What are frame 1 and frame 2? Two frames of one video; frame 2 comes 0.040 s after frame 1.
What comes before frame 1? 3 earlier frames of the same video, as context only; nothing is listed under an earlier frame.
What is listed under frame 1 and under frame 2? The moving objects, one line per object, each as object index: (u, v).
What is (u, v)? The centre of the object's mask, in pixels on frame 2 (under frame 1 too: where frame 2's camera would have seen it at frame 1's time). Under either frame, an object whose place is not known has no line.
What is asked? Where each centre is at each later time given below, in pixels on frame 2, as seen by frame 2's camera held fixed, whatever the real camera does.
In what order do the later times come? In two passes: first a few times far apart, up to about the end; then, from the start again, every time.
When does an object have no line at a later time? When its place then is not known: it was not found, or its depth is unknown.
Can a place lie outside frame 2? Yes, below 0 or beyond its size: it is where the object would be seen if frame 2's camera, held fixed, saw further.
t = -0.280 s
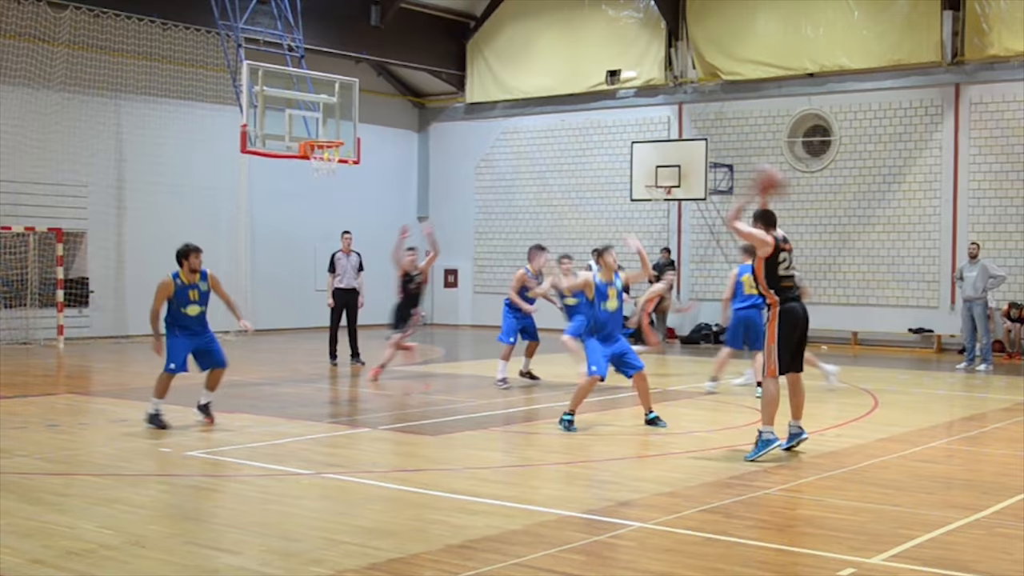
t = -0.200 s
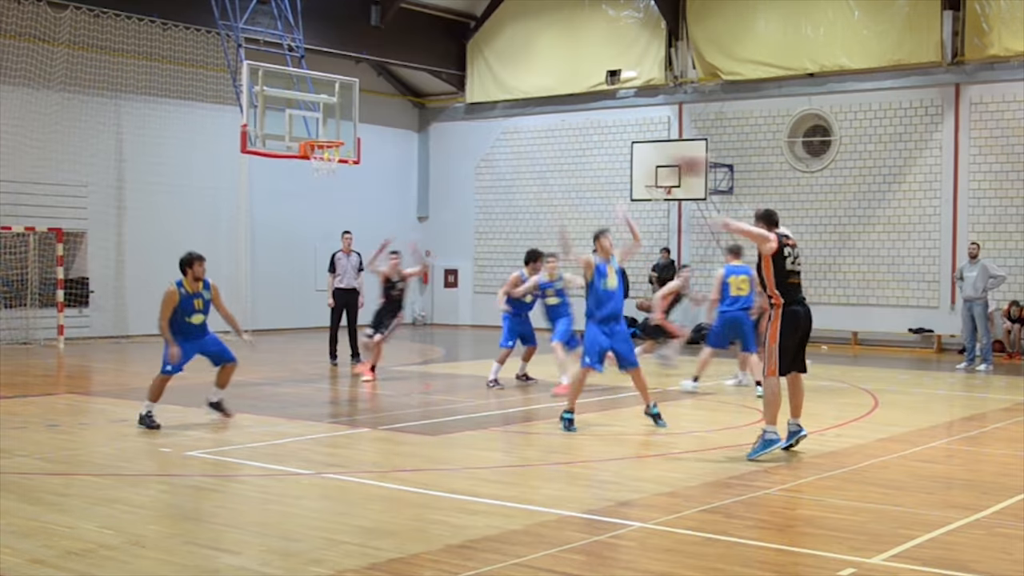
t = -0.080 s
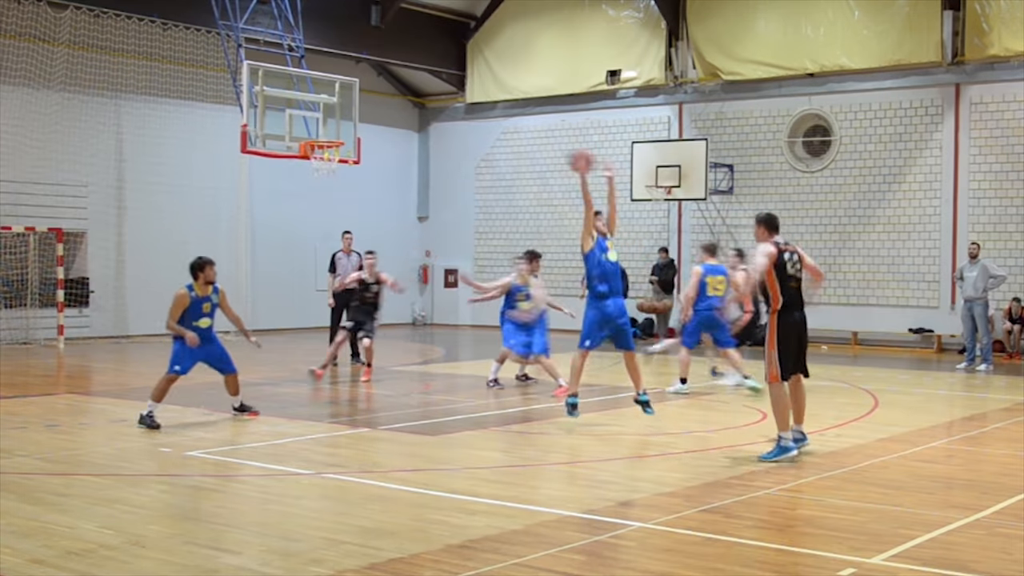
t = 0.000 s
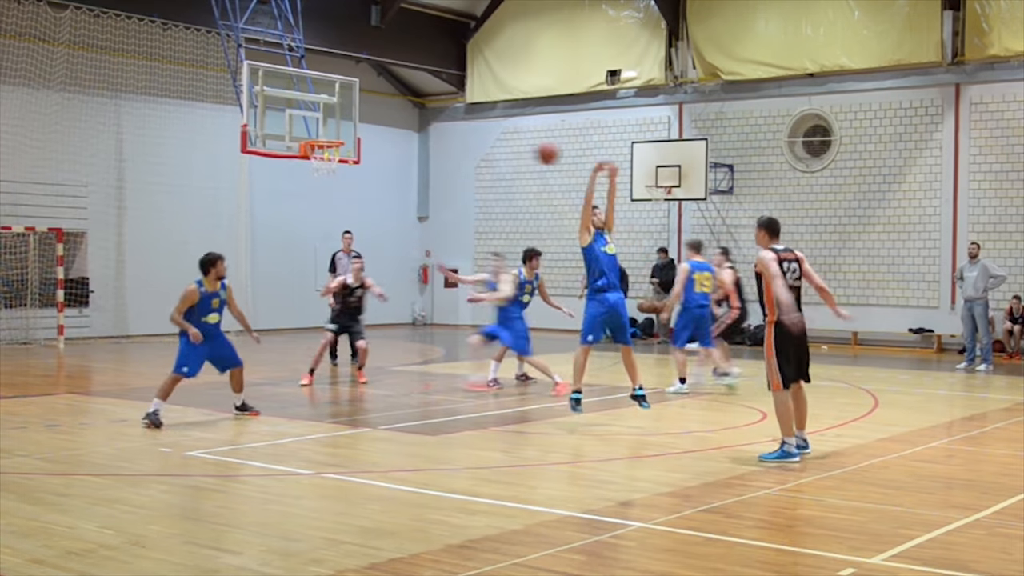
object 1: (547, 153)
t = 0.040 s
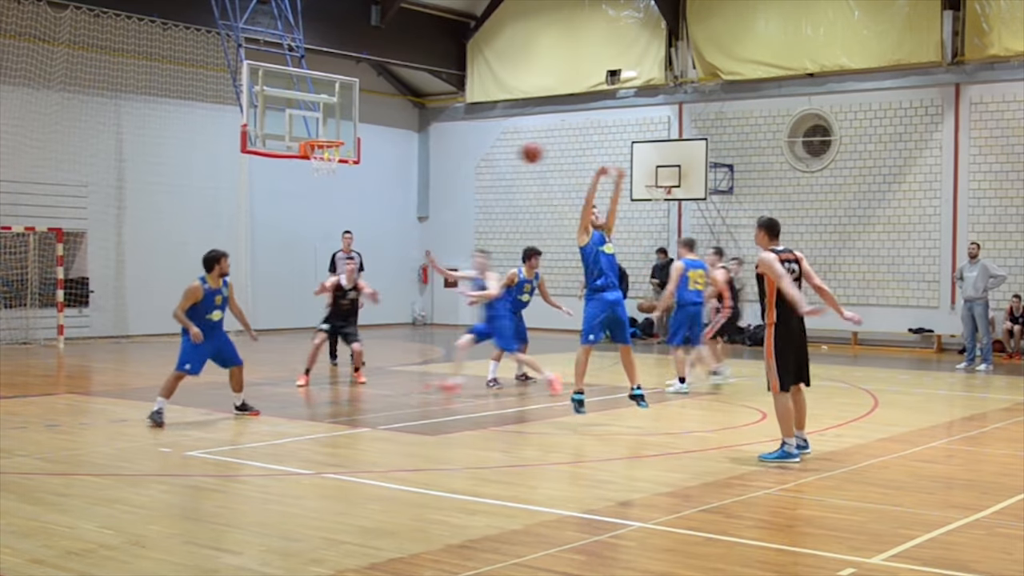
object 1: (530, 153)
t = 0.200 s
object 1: (472, 164)
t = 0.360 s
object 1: (423, 195)
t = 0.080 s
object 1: (515, 153)
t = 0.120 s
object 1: (501, 155)
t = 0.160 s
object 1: (486, 159)
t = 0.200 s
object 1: (472, 164)
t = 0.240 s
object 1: (460, 170)
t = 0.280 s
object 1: (447, 178)
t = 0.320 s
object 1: (435, 185)
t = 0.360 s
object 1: (423, 195)
